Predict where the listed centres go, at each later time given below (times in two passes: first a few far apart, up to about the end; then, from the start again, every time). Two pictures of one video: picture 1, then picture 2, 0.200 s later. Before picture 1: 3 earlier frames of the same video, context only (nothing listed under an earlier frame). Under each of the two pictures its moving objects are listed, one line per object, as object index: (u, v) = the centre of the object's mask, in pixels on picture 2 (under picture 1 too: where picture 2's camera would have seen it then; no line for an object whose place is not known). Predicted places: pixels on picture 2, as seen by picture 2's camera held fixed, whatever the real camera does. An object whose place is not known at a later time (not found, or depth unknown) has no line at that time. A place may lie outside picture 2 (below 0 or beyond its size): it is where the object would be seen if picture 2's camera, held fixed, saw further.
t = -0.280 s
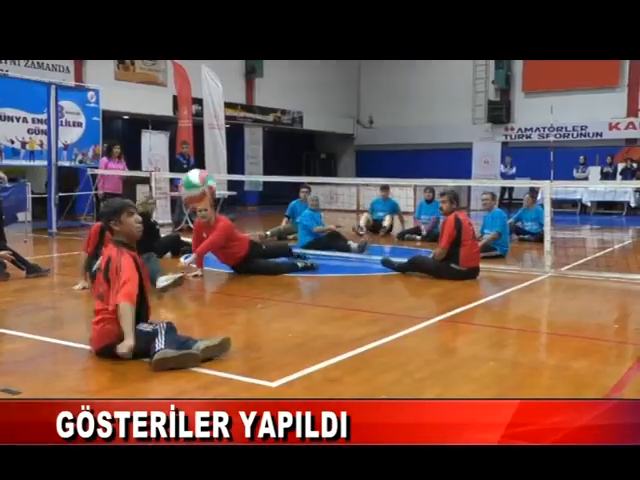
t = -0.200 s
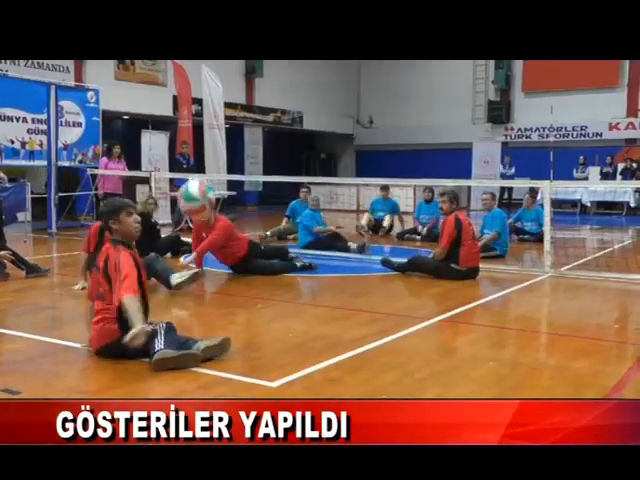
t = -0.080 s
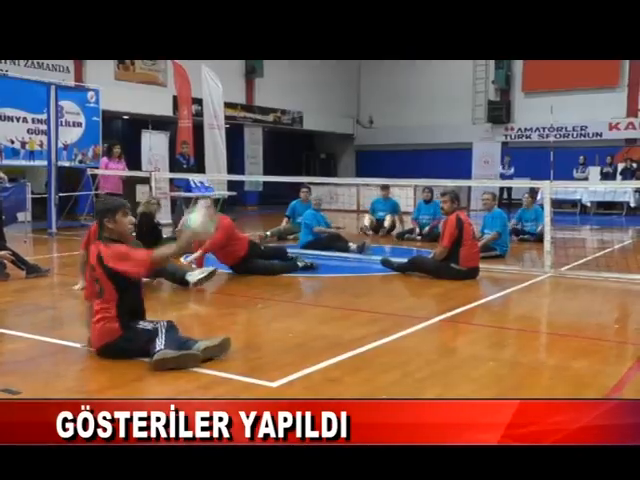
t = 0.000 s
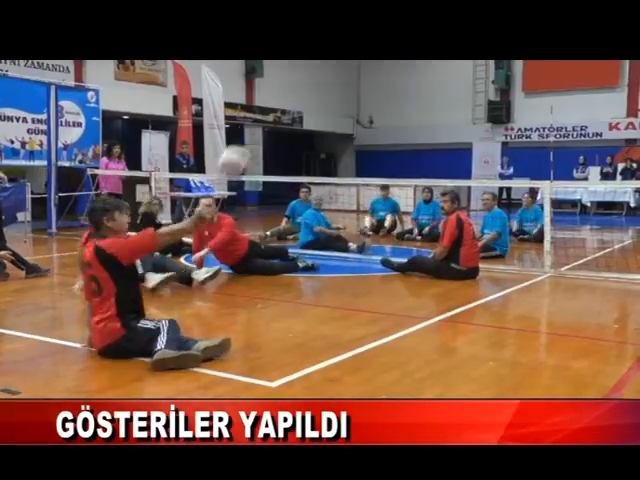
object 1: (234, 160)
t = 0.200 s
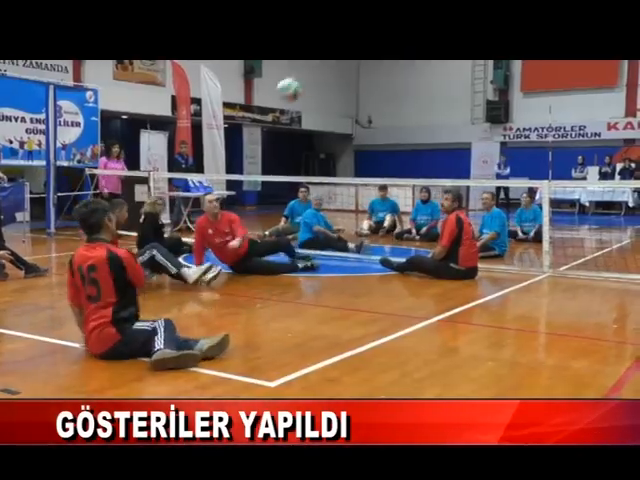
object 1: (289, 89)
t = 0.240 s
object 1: (296, 84)
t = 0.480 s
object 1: (331, 90)
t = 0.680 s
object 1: (350, 126)
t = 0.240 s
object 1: (296, 84)
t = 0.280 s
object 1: (304, 81)
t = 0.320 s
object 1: (311, 80)
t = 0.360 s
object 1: (316, 80)
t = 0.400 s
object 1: (322, 83)
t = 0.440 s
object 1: (327, 86)
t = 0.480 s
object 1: (331, 90)
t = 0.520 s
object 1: (336, 94)
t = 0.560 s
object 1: (339, 101)
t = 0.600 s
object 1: (344, 110)
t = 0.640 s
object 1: (347, 116)
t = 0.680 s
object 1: (350, 126)
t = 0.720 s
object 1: (352, 134)
